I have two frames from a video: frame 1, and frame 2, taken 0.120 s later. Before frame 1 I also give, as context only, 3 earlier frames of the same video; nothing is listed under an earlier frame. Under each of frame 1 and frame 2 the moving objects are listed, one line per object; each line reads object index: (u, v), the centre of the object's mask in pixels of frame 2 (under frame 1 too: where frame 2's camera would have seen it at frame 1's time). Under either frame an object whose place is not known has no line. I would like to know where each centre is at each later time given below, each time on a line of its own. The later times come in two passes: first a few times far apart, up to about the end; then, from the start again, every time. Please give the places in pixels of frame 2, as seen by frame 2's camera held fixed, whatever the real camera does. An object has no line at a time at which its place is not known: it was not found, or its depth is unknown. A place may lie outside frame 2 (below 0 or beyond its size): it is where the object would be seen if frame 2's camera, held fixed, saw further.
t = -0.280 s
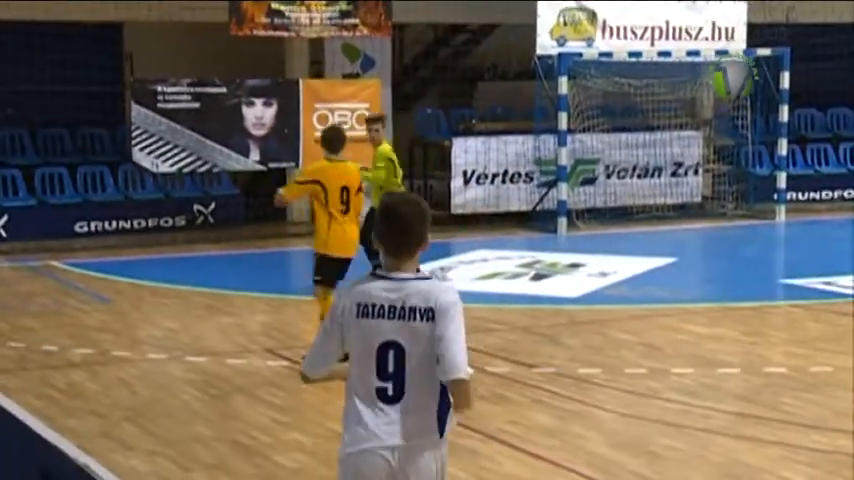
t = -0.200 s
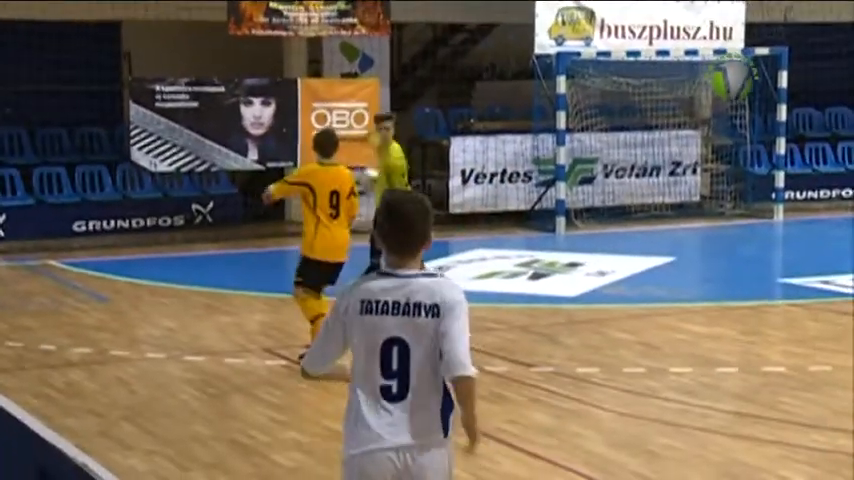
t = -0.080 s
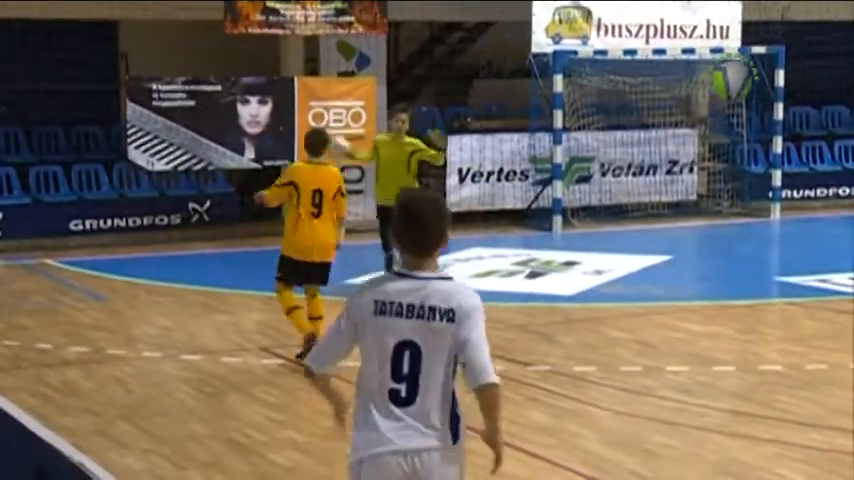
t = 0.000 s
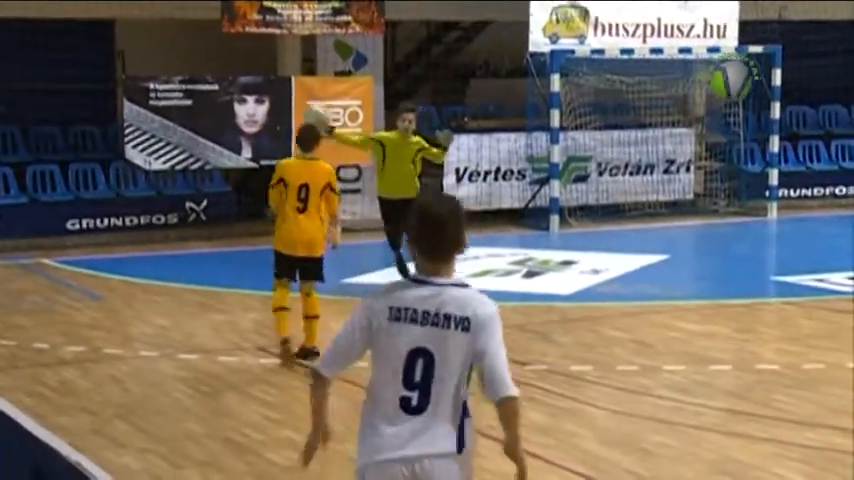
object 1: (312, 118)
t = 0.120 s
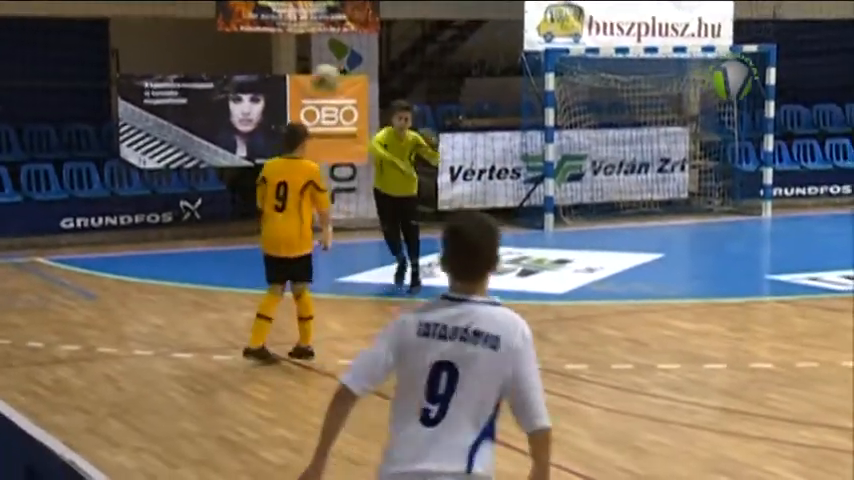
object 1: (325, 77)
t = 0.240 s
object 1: (345, 55)
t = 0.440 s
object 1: (383, 54)
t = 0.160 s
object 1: (332, 67)
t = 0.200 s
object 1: (338, 59)
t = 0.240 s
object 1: (345, 55)
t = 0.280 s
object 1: (354, 48)
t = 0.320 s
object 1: (363, 44)
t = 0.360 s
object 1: (366, 46)
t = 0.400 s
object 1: (376, 48)
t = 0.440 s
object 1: (383, 54)
